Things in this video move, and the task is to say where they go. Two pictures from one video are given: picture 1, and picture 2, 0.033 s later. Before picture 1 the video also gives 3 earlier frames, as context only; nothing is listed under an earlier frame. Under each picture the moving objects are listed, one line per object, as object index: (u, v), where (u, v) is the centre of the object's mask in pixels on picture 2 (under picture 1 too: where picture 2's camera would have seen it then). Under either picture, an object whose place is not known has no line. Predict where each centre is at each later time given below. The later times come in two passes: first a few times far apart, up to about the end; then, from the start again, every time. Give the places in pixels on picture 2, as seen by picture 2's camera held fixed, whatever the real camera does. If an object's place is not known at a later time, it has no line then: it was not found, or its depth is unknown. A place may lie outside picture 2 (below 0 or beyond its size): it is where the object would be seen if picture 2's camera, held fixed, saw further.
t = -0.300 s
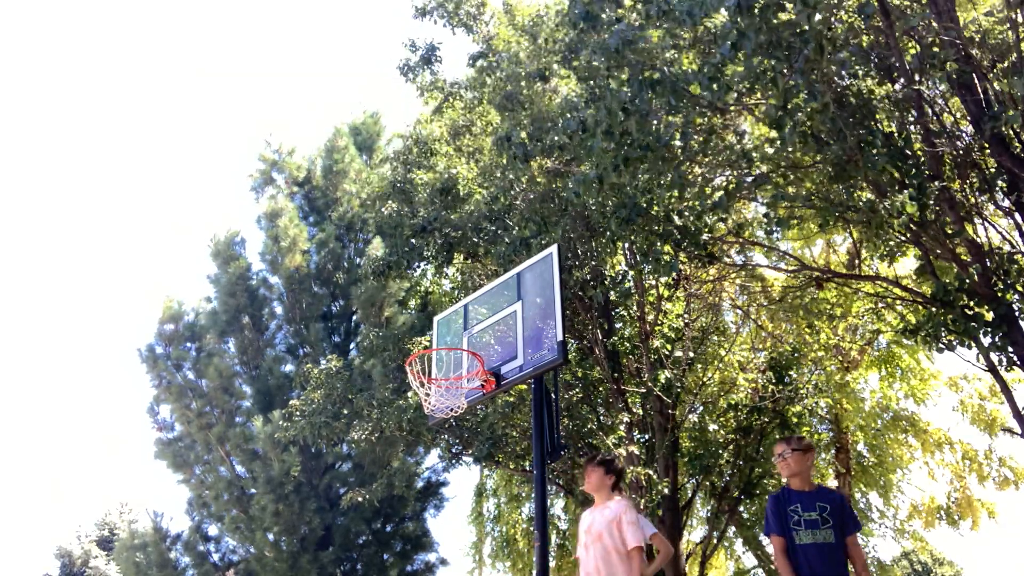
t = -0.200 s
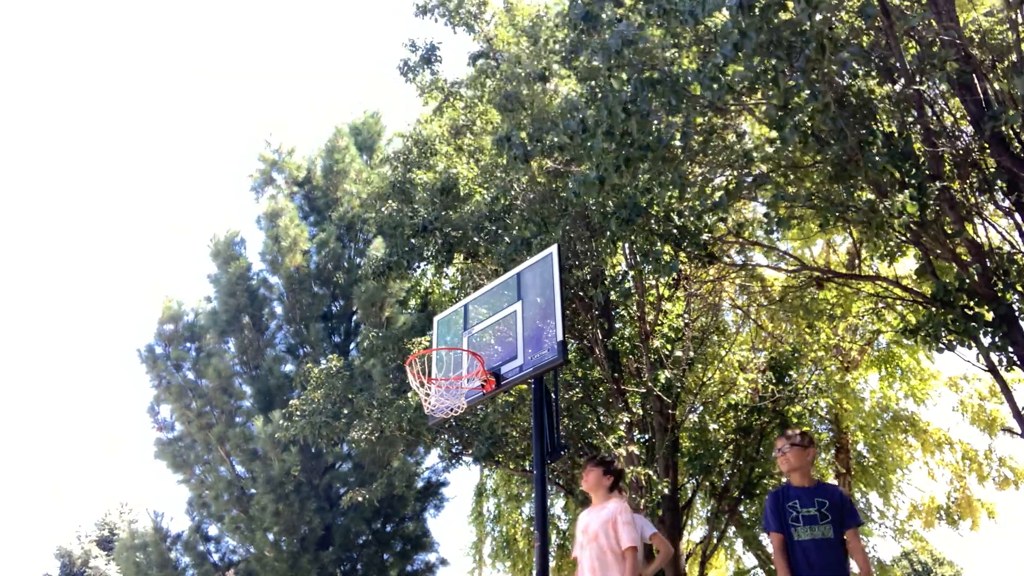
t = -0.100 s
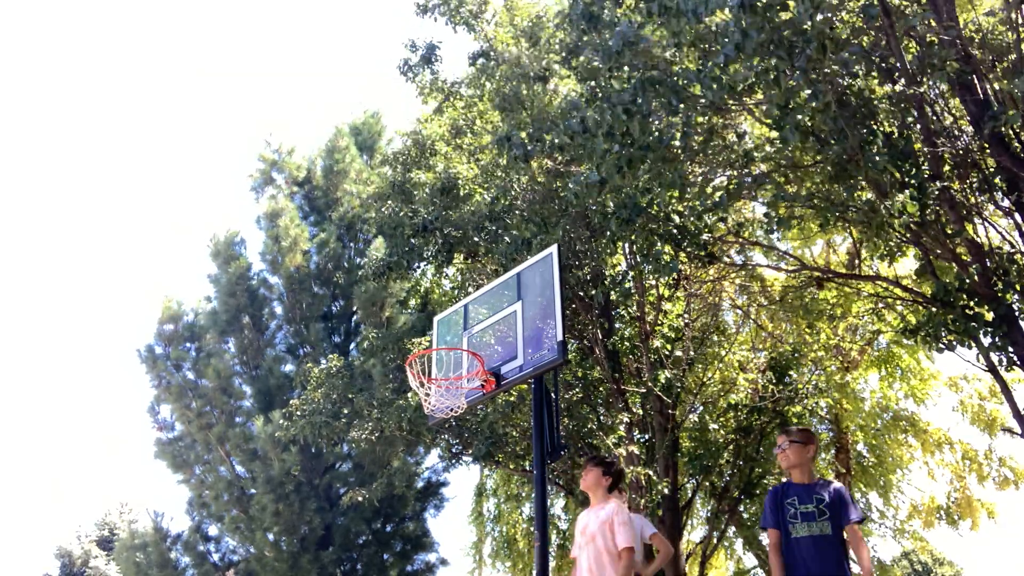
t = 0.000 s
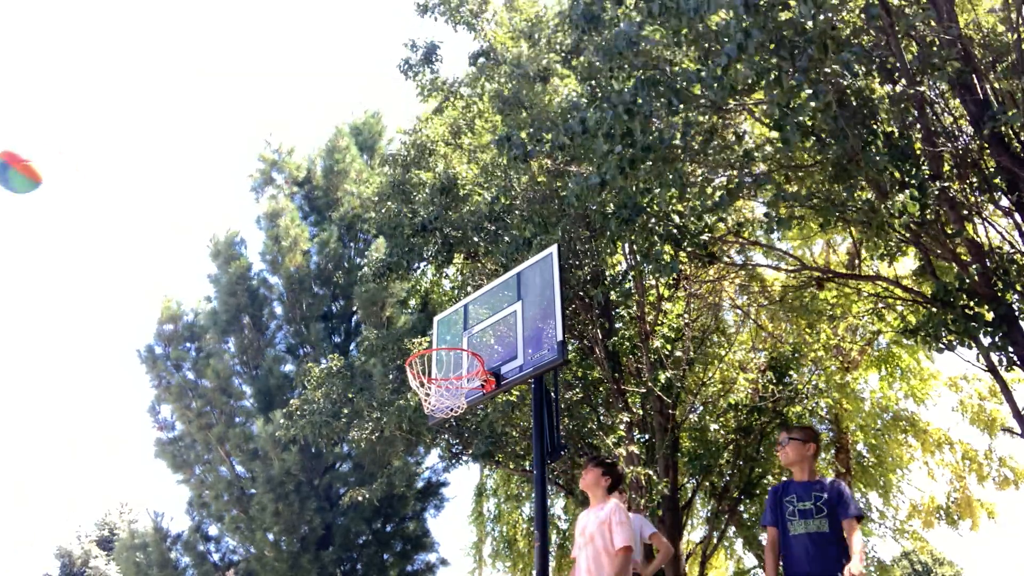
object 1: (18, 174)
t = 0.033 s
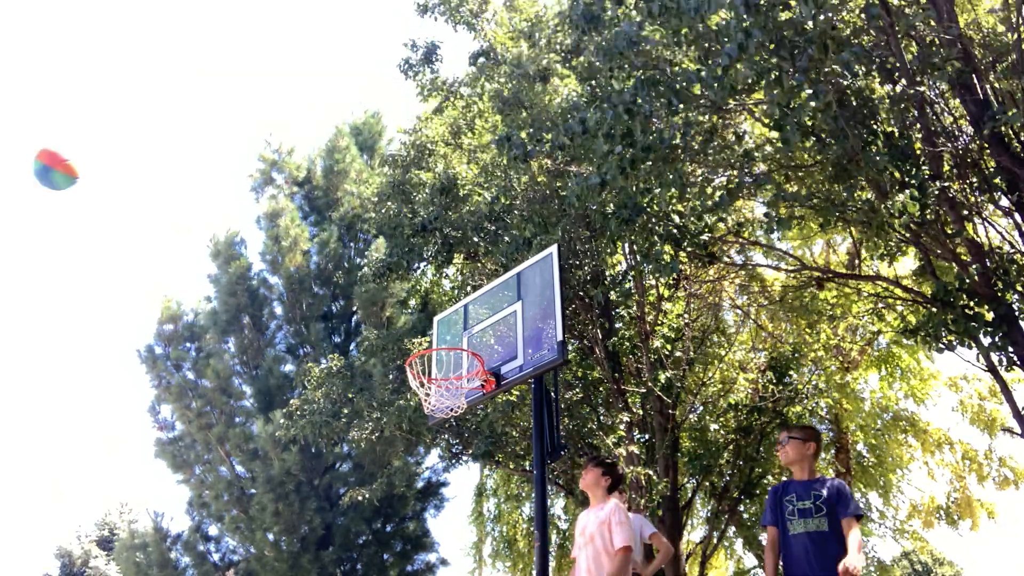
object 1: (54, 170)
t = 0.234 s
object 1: (231, 191)
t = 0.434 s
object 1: (359, 259)
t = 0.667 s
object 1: (478, 383)
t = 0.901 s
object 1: (435, 424)
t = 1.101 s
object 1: (392, 509)
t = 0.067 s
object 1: (89, 170)
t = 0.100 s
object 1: (121, 171)
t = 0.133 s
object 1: (151, 174)
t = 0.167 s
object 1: (179, 178)
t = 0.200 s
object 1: (205, 184)
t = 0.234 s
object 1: (231, 191)
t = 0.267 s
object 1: (258, 197)
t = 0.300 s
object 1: (280, 207)
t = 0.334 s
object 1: (301, 218)
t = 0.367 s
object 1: (322, 231)
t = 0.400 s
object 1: (341, 245)
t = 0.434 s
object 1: (359, 259)
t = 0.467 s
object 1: (377, 275)
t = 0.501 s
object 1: (394, 292)
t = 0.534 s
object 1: (411, 310)
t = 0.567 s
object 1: (428, 328)
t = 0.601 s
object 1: (447, 346)
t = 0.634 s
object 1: (468, 368)
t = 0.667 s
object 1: (478, 383)
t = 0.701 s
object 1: (470, 401)
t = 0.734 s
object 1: (463, 399)
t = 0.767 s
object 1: (461, 401)
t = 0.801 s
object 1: (456, 409)
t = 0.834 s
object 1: (449, 414)
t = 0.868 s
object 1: (442, 418)
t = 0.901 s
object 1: (435, 424)
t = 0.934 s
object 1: (428, 434)
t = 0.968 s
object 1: (421, 445)
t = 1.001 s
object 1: (414, 457)
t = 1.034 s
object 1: (407, 473)
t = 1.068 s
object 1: (400, 490)
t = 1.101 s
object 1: (392, 509)
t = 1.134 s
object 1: (383, 530)
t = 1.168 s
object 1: (374, 555)
